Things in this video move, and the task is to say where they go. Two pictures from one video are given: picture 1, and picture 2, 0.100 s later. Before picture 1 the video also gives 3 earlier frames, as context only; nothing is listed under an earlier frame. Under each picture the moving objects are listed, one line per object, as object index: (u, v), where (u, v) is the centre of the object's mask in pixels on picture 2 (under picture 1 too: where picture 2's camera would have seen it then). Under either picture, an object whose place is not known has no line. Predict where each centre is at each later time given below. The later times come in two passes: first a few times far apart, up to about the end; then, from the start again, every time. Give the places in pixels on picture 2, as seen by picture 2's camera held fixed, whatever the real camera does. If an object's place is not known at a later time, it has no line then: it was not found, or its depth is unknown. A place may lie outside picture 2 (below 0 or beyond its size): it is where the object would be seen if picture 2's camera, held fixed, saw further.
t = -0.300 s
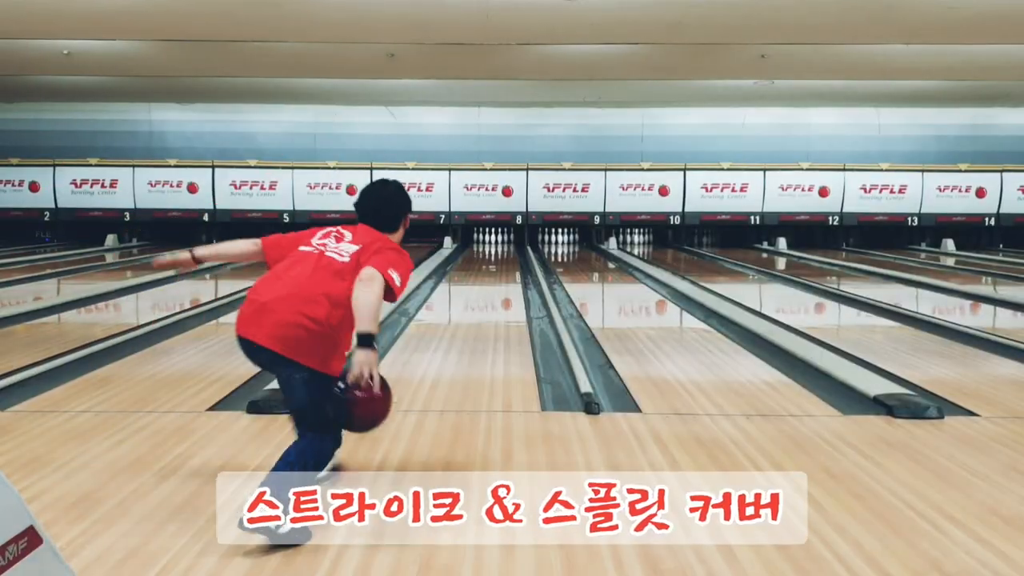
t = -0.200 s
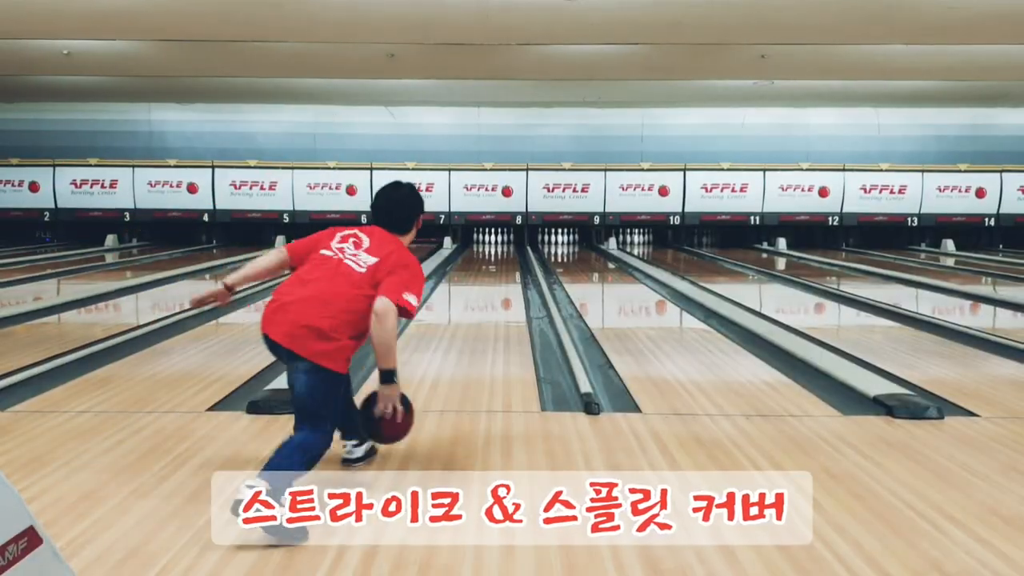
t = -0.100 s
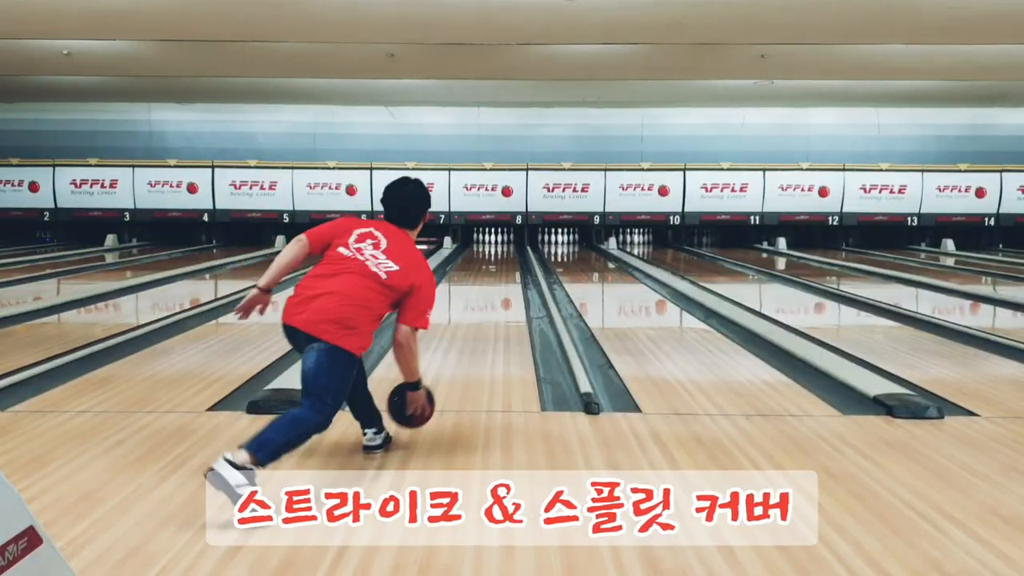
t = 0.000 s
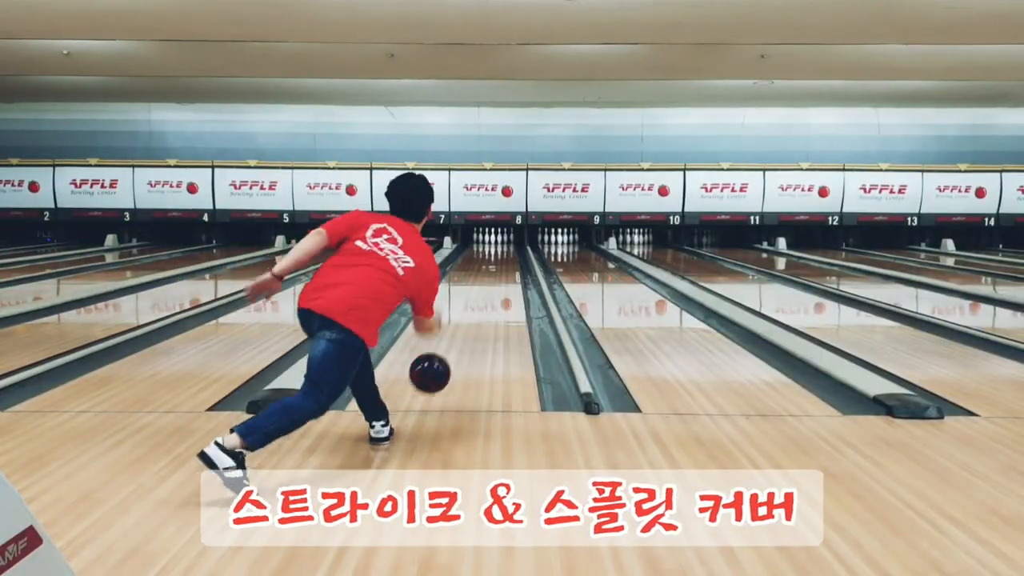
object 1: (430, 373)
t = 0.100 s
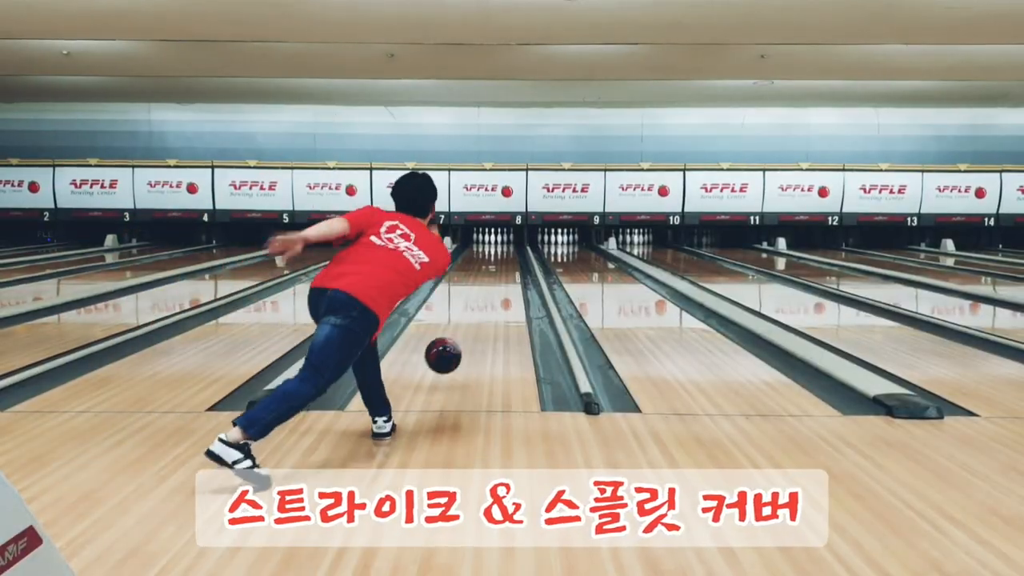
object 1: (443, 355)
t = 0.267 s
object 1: (459, 345)
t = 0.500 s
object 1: (475, 318)
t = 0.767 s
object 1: (486, 297)
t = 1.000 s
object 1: (494, 284)
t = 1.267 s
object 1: (499, 272)
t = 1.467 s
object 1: (502, 265)
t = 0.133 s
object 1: (447, 354)
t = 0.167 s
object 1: (451, 354)
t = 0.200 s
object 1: (454, 355)
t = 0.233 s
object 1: (457, 349)
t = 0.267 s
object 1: (459, 345)
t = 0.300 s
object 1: (462, 341)
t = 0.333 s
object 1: (465, 336)
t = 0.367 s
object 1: (467, 332)
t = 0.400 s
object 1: (469, 328)
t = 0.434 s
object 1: (471, 324)
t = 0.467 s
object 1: (473, 321)
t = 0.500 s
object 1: (475, 318)
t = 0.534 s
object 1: (477, 315)
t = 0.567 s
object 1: (479, 312)
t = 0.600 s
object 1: (480, 309)
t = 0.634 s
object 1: (482, 306)
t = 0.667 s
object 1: (483, 304)
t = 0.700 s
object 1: (484, 302)
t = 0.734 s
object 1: (485, 299)
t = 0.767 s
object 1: (486, 297)
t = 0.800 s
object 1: (488, 295)
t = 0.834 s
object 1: (489, 293)
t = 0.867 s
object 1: (490, 291)
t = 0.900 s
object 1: (490, 289)
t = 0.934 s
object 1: (492, 287)
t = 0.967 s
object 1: (493, 285)
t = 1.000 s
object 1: (494, 284)
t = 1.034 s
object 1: (495, 282)
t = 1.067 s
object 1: (495, 281)
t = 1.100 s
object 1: (497, 278)
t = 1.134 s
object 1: (497, 276)
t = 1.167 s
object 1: (498, 275)
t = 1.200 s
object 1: (498, 274)
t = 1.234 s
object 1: (499, 273)
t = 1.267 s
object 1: (499, 272)
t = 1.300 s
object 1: (501, 270)
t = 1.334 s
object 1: (504, 268)
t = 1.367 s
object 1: (503, 271)
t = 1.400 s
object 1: (502, 267)
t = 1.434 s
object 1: (502, 265)
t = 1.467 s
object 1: (502, 265)
